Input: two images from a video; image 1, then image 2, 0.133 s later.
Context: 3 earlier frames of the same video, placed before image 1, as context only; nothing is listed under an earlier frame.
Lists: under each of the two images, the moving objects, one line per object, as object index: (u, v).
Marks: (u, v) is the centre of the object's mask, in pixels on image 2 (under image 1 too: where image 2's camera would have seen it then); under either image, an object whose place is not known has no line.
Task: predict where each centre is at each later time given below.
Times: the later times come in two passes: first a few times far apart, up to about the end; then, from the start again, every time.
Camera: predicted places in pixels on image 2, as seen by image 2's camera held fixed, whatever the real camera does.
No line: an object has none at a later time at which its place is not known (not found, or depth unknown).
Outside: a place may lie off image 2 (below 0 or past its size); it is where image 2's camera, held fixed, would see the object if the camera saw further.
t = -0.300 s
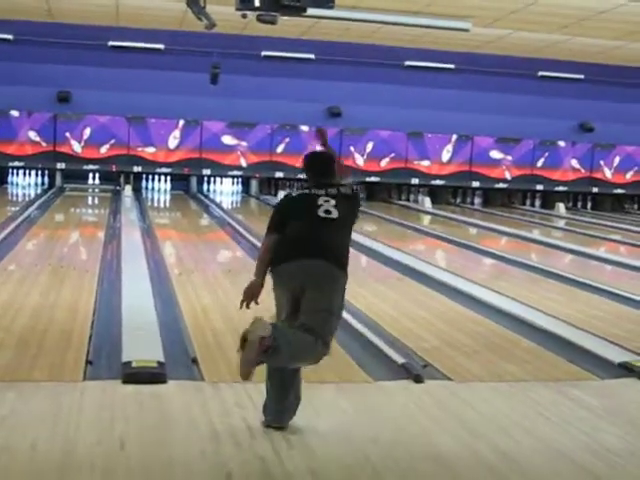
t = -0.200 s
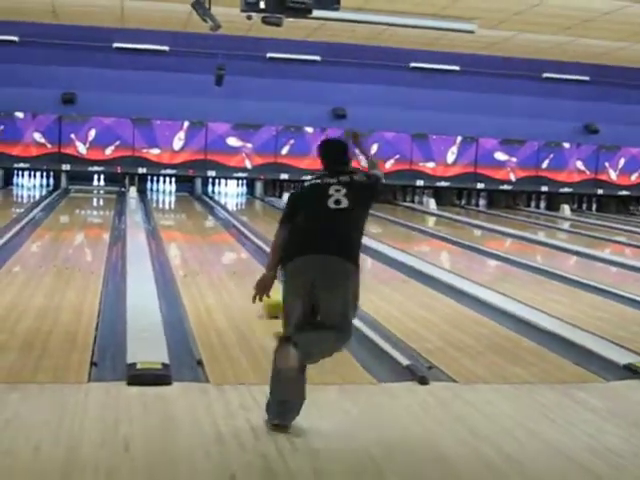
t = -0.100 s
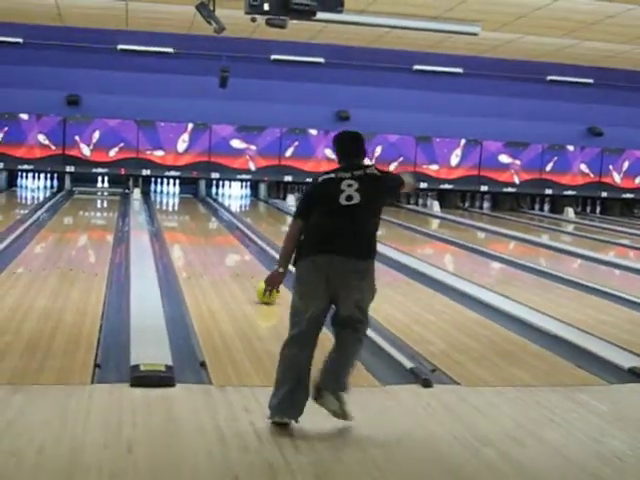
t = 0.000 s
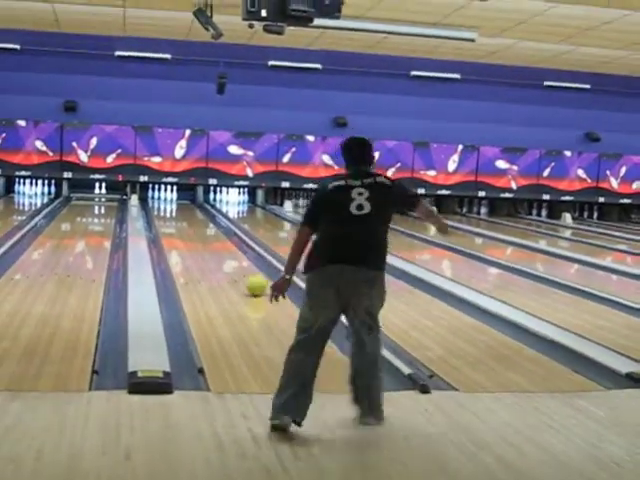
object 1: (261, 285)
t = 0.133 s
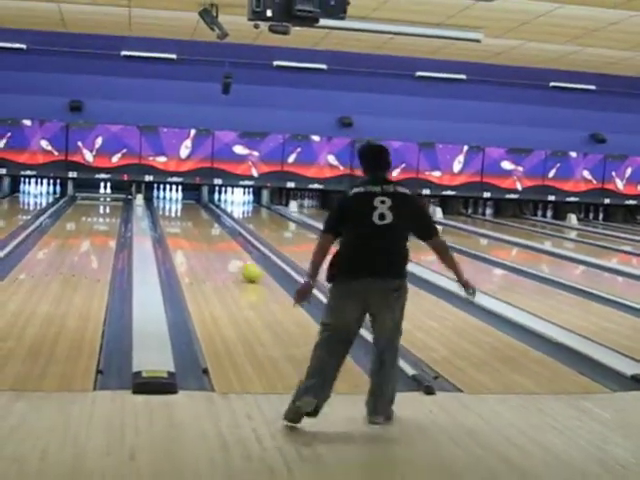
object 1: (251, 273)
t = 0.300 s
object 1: (240, 259)
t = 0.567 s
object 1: (228, 242)
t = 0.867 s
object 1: (217, 228)
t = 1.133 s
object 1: (210, 218)
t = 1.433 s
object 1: (204, 211)
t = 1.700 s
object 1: (199, 205)
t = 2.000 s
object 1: (193, 200)
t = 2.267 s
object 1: (188, 196)
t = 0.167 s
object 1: (248, 270)
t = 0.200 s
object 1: (246, 267)
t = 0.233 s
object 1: (245, 263)
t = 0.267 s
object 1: (243, 261)
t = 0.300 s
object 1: (240, 259)
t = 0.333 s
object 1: (239, 257)
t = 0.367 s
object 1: (237, 254)
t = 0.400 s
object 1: (236, 253)
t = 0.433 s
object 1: (235, 251)
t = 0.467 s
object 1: (232, 248)
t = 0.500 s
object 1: (230, 246)
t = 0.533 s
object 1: (230, 243)
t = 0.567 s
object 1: (228, 242)
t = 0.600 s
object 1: (227, 240)
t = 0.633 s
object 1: (225, 238)
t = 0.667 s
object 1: (225, 237)
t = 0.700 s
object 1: (225, 236)
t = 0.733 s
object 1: (223, 234)
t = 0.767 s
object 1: (221, 233)
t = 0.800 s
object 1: (219, 231)
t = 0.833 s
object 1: (218, 229)
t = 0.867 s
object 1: (217, 228)
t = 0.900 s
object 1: (216, 227)
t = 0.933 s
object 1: (215, 225)
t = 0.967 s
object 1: (214, 224)
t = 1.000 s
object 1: (213, 223)
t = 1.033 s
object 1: (213, 222)
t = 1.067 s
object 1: (211, 221)
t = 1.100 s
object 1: (211, 219)
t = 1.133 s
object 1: (210, 218)
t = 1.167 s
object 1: (209, 218)
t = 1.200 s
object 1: (209, 217)
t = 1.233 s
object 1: (207, 215)
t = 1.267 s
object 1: (207, 214)
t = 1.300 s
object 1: (206, 214)
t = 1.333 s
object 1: (205, 213)
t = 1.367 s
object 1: (205, 212)
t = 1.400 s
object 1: (204, 211)
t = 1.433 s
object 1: (204, 211)
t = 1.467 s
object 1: (203, 210)
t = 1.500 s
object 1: (202, 209)
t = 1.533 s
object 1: (201, 208)
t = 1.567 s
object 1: (200, 207)
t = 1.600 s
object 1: (200, 207)
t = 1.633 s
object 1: (200, 206)
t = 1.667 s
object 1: (199, 206)
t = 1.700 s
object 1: (199, 205)
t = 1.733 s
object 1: (198, 204)
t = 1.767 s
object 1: (197, 204)
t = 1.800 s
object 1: (197, 203)
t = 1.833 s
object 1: (196, 202)
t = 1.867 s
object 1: (195, 202)
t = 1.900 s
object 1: (194, 200)
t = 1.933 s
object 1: (194, 200)
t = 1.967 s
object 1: (193, 200)
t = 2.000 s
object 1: (193, 200)
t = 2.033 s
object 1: (193, 200)
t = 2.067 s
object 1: (192, 199)
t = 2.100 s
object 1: (189, 198)
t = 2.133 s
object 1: (190, 197)
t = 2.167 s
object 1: (189, 197)
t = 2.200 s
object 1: (189, 196)
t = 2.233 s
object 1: (188, 196)
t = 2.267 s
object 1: (188, 196)
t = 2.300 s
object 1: (187, 196)
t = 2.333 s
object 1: (187, 195)
